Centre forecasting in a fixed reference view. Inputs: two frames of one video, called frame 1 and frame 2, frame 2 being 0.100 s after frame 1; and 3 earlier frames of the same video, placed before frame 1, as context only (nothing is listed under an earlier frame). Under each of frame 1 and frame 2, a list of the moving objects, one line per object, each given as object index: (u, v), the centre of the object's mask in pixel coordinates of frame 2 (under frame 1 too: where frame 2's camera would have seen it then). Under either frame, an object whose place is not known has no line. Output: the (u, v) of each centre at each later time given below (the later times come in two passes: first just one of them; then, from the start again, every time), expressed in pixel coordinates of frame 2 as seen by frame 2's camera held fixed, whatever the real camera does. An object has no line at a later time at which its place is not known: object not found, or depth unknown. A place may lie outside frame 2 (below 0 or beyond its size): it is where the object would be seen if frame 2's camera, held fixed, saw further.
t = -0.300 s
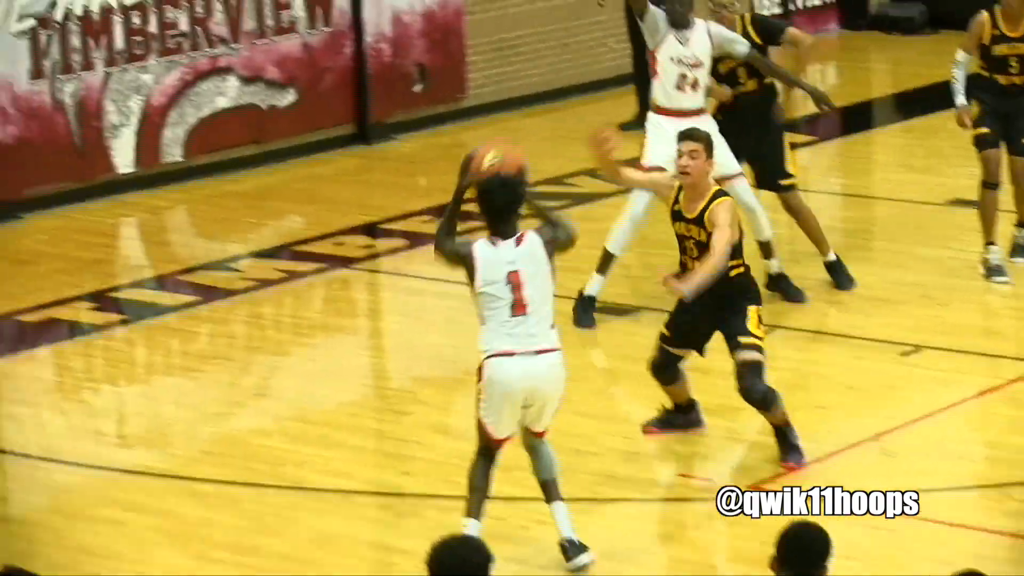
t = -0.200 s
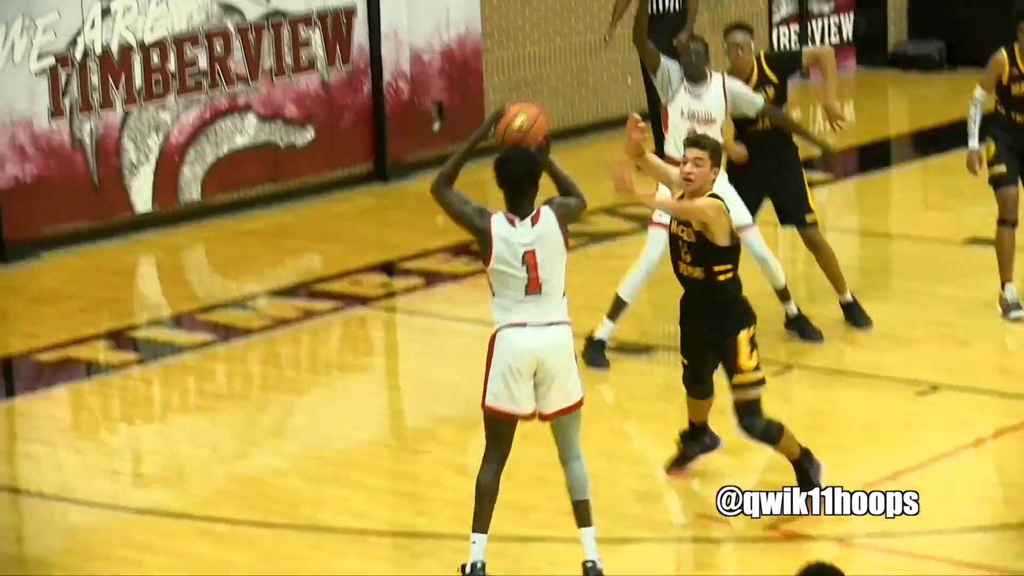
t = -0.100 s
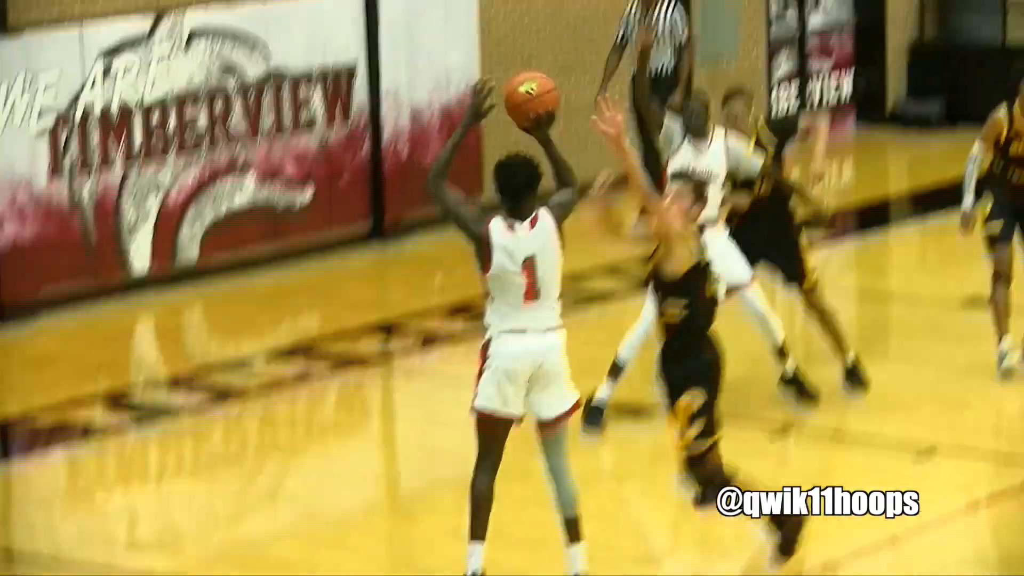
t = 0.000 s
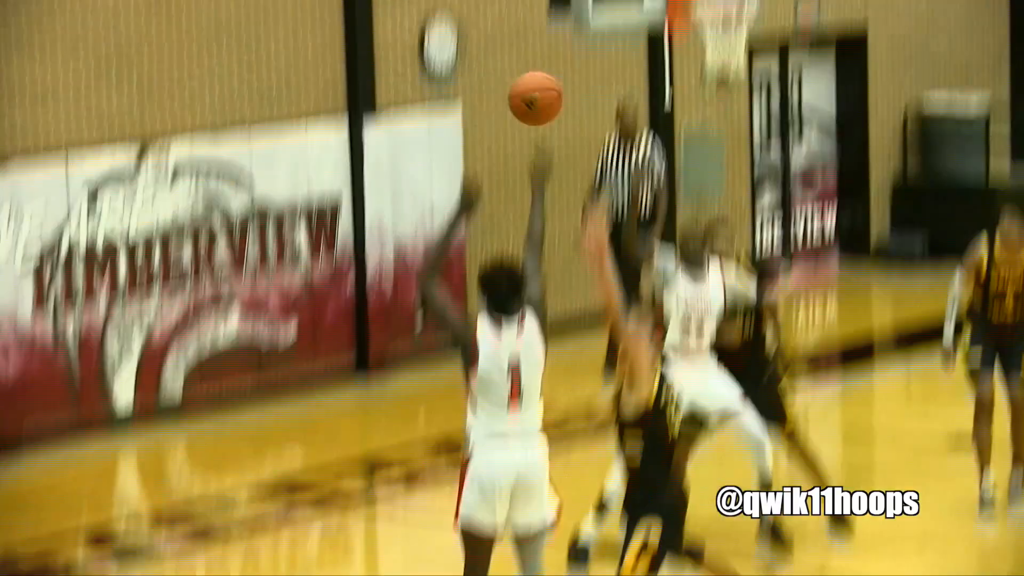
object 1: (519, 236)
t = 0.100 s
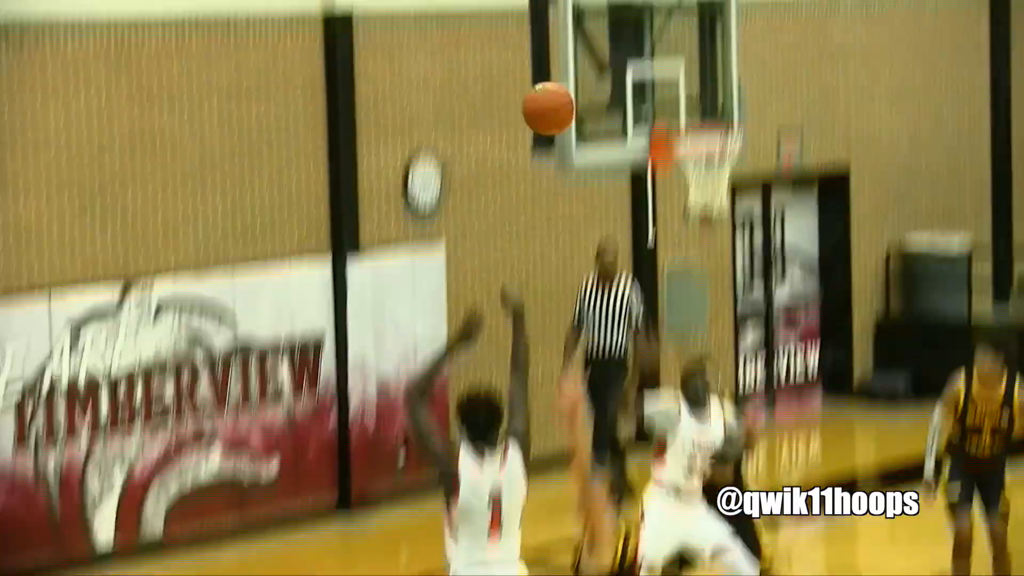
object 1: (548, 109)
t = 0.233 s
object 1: (583, -14)
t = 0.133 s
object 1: (557, 73)
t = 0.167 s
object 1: (566, 41)
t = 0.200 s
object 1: (575, 13)
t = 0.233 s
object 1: (583, -14)
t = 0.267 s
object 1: (592, -39)
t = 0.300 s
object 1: (600, -60)
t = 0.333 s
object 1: (608, -79)
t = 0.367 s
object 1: (616, -96)
